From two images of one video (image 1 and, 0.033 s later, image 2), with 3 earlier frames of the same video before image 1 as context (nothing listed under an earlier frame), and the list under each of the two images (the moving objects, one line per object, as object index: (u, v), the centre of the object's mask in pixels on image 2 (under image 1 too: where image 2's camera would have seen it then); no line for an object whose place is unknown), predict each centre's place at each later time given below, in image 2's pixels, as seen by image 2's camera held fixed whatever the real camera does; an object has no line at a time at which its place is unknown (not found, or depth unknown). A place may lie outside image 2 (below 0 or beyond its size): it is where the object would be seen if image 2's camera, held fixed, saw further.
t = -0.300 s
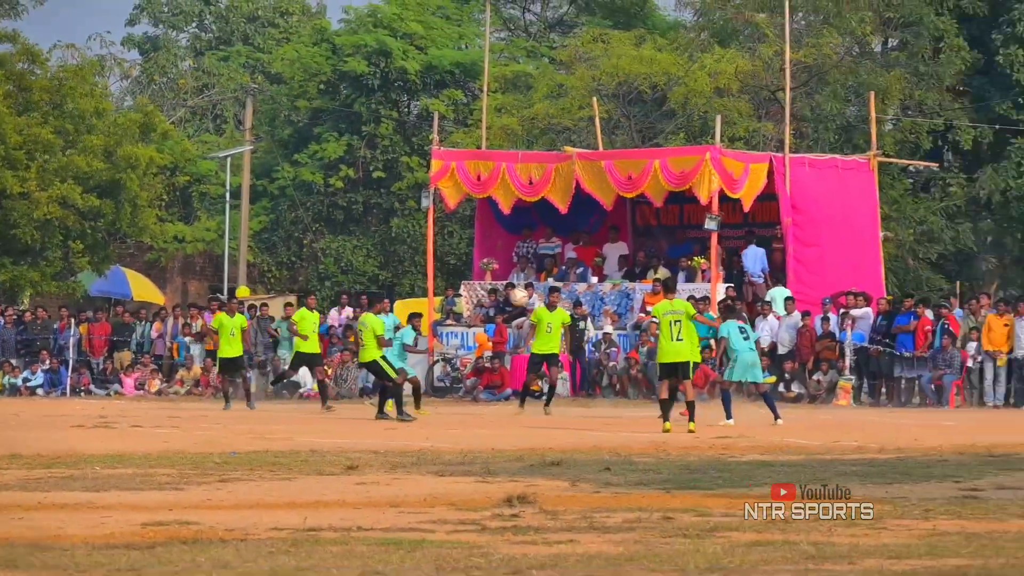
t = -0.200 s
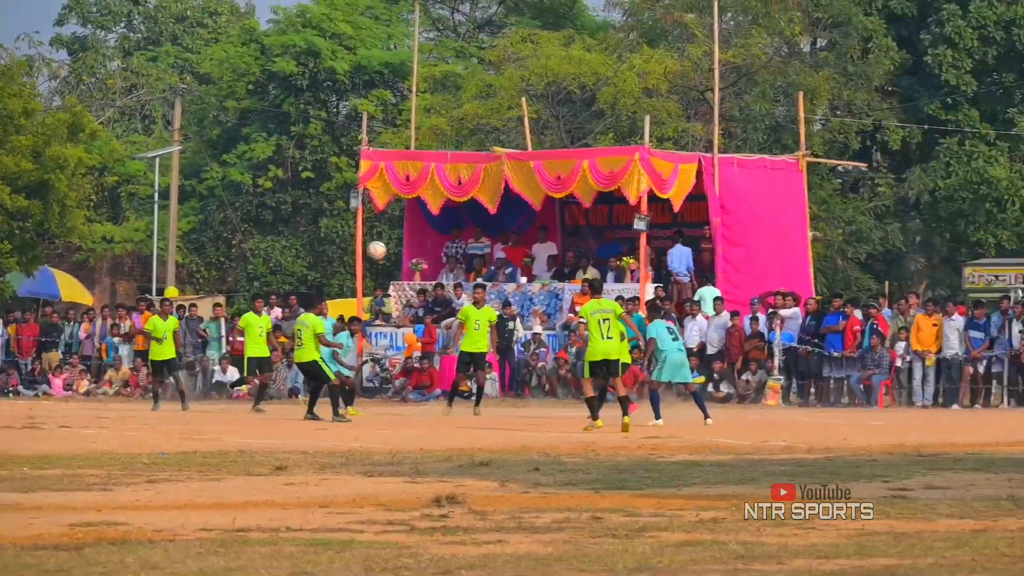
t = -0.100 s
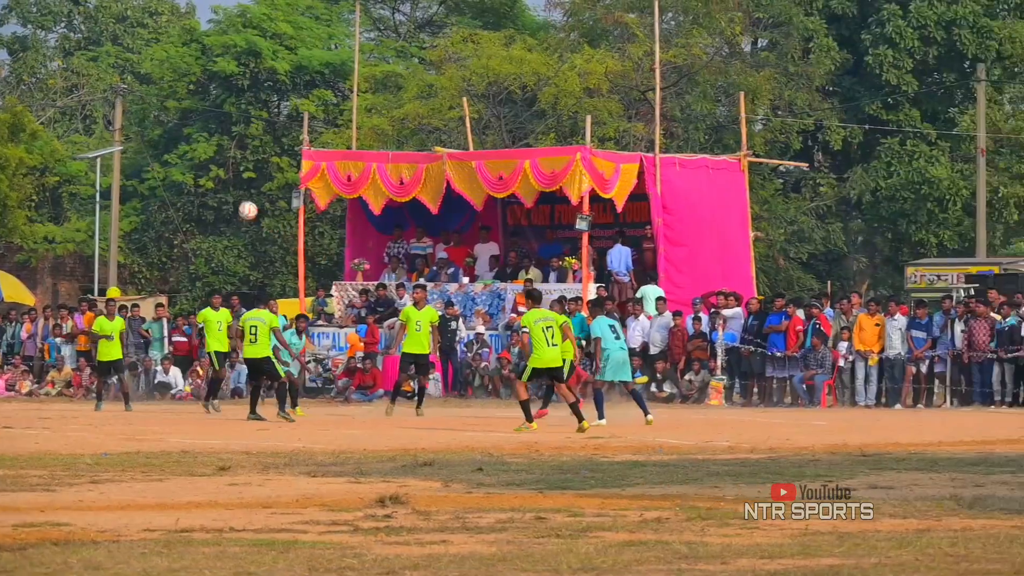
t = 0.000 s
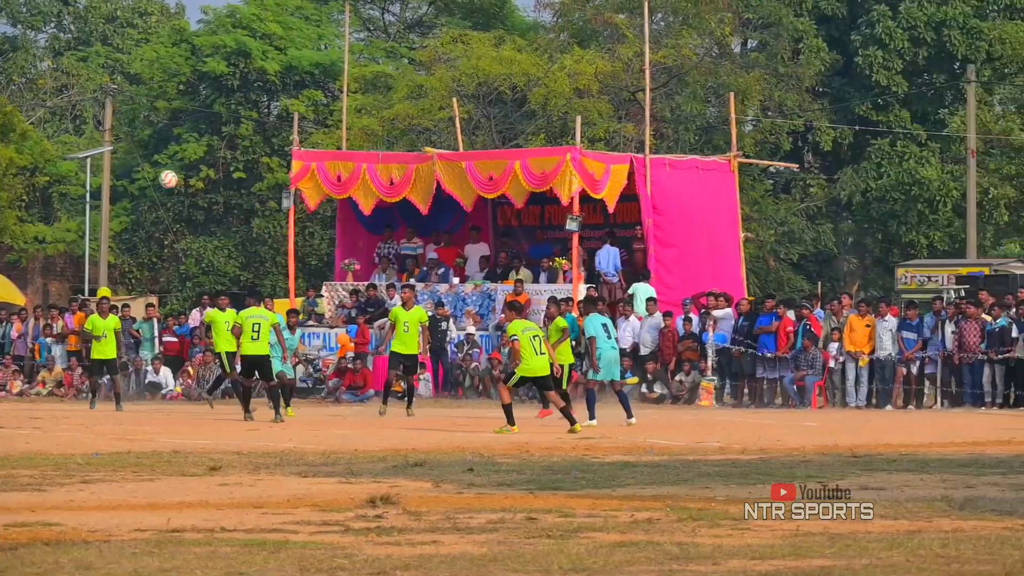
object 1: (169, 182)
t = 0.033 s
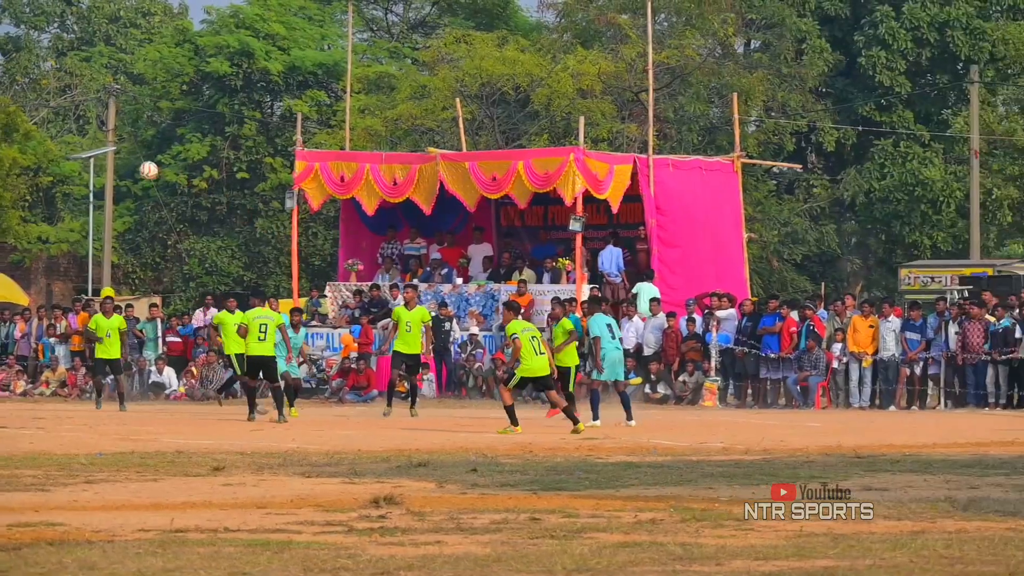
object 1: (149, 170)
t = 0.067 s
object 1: (128, 161)
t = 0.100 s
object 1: (107, 154)
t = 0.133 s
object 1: (86, 148)
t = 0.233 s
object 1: (20, 133)
